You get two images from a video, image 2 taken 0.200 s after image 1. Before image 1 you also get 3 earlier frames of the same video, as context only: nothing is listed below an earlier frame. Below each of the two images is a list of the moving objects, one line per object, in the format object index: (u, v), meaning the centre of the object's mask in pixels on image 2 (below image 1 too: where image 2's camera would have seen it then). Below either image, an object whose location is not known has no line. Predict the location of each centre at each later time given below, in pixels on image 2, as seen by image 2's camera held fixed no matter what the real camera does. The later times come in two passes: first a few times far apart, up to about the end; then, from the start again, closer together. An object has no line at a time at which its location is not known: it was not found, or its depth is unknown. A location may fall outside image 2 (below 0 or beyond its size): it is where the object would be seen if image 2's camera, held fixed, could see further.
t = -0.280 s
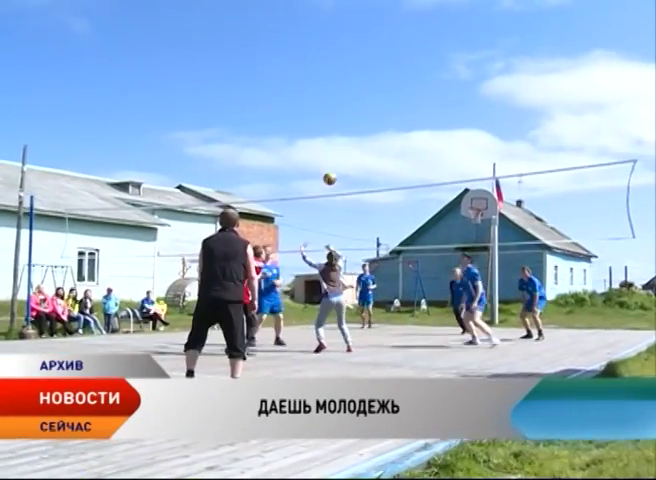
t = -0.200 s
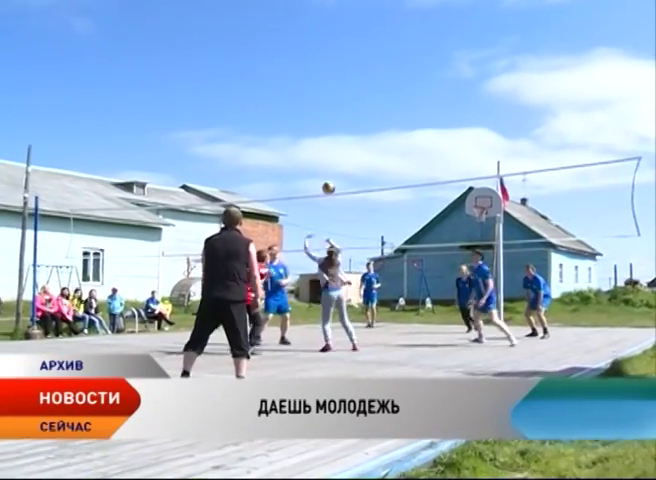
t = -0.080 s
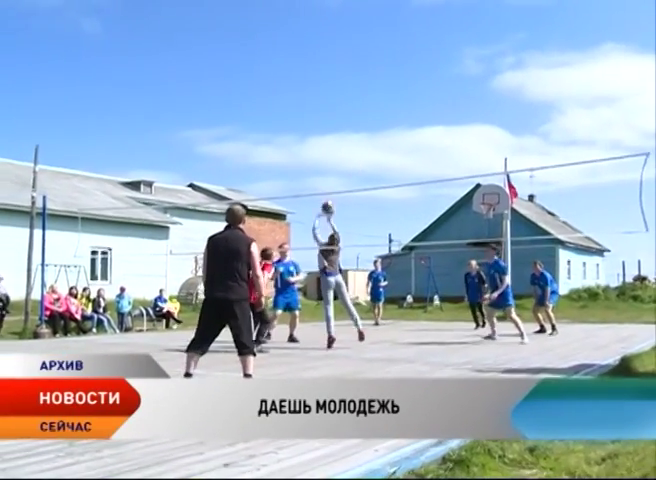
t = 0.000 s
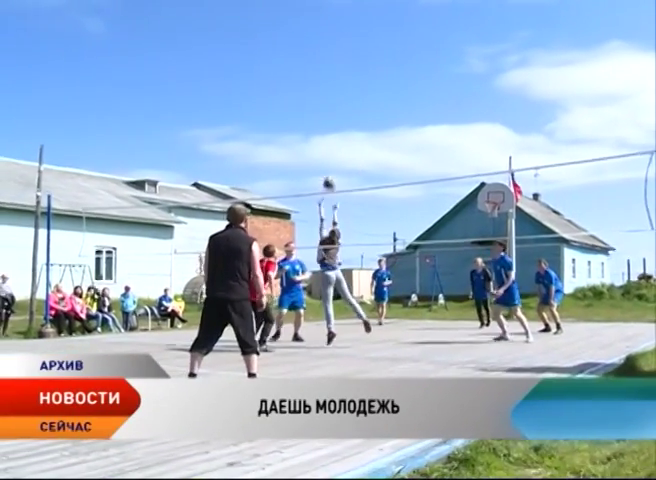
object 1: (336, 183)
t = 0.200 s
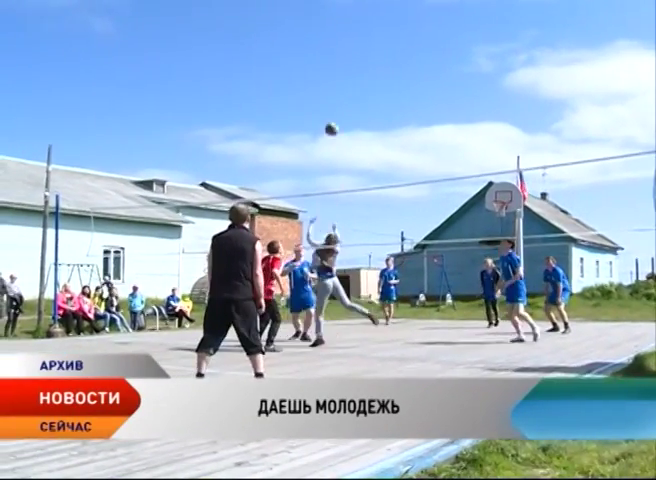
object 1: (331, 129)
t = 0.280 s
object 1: (329, 115)
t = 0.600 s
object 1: (322, 96)
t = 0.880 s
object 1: (316, 129)
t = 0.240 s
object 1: (330, 121)
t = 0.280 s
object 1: (329, 115)
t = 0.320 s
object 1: (328, 109)
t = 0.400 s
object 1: (327, 100)
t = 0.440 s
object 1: (326, 98)
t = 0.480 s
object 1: (325, 96)
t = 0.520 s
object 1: (324, 95)
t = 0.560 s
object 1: (323, 95)
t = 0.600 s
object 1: (322, 96)
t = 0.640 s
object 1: (321, 98)
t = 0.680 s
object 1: (320, 101)
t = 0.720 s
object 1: (319, 105)
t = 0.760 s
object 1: (319, 109)
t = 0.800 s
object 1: (318, 115)
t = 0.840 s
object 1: (317, 122)
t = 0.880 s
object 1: (316, 129)
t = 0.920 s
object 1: (316, 138)
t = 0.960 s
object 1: (316, 147)
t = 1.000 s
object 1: (315, 158)
